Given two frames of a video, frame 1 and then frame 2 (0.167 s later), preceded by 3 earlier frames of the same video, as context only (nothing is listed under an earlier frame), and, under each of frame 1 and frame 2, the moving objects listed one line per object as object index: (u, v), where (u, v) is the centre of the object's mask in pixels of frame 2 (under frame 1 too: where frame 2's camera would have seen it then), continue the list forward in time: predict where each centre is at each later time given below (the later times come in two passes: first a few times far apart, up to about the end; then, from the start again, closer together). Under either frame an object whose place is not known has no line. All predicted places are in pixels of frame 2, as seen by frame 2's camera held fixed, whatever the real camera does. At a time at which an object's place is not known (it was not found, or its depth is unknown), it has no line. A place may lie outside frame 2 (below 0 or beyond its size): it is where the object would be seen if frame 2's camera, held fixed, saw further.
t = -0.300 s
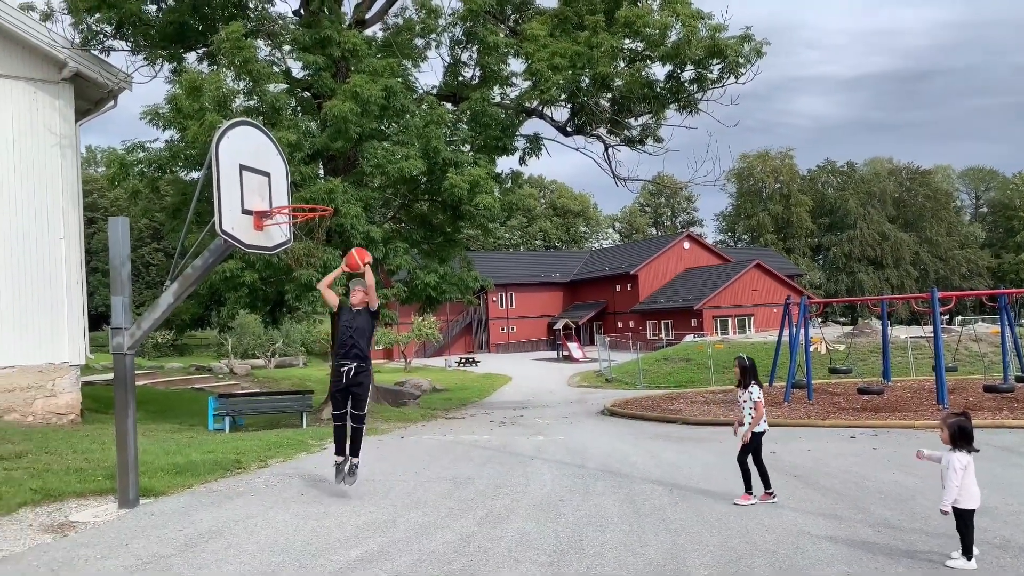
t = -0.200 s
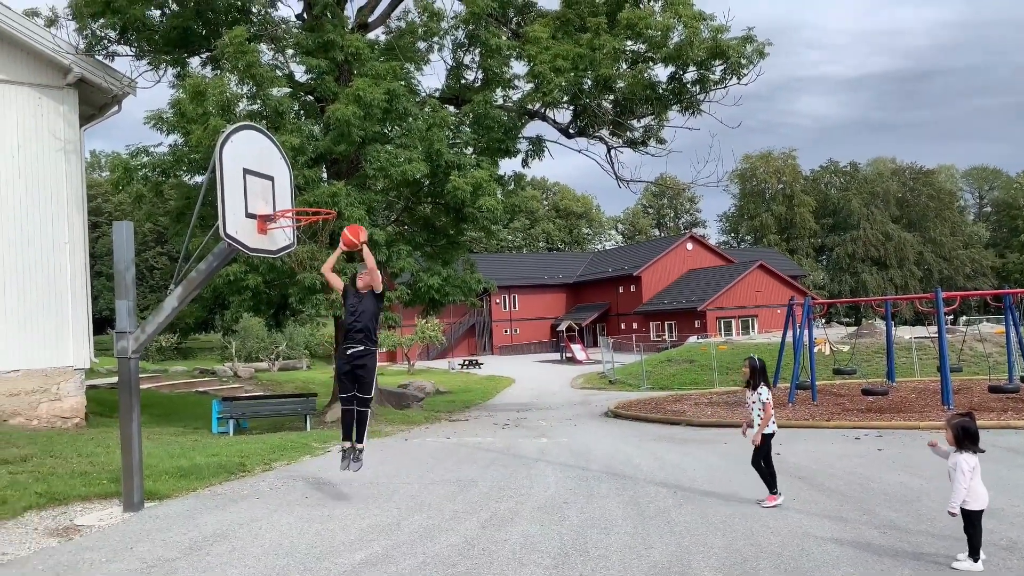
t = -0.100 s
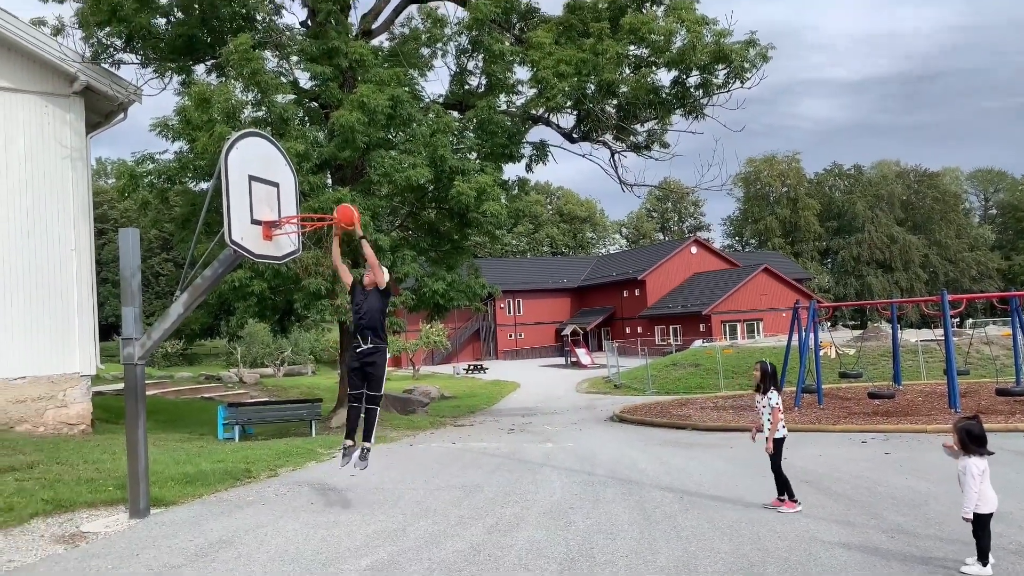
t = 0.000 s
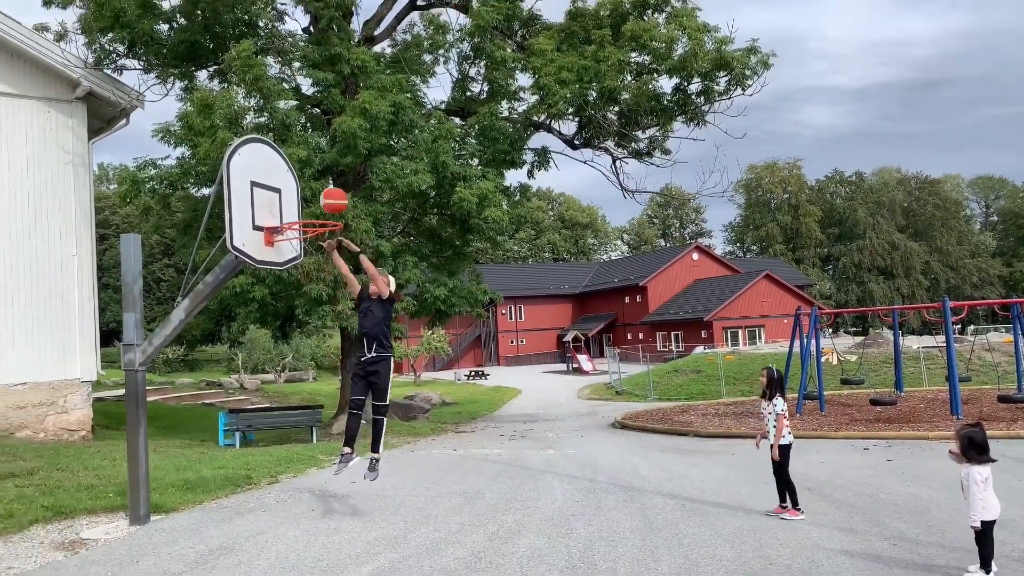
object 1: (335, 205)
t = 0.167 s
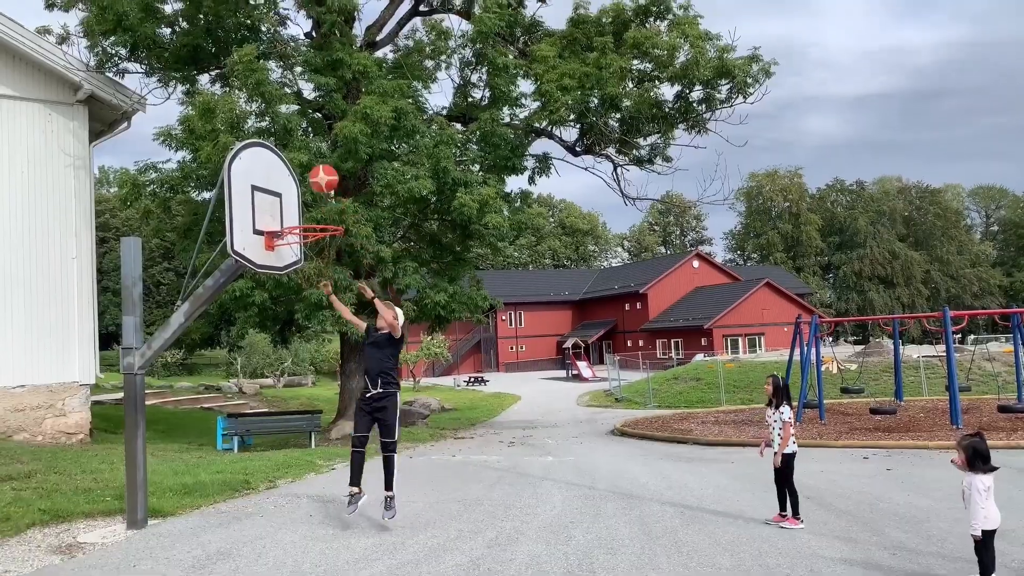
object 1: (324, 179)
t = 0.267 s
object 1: (318, 178)
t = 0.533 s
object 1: (302, 241)
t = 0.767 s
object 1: (290, 383)
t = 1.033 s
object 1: (272, 491)
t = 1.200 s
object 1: (255, 374)
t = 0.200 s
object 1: (322, 177)
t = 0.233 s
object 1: (320, 177)
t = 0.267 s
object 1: (318, 178)
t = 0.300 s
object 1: (316, 181)
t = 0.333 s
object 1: (314, 185)
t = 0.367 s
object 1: (312, 191)
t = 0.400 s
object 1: (310, 197)
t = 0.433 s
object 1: (308, 205)
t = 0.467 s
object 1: (306, 215)
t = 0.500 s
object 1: (304, 228)
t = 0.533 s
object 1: (302, 241)
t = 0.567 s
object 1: (300, 255)
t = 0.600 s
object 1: (299, 273)
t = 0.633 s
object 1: (296, 291)
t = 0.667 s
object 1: (295, 312)
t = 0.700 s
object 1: (292, 333)
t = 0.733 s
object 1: (291, 358)
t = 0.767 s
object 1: (290, 383)
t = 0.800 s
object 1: (288, 413)
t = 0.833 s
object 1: (286, 443)
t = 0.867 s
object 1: (284, 476)
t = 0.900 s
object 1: (282, 511)
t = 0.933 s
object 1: (281, 549)
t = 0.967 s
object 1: (279, 547)
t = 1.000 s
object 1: (275, 518)
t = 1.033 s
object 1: (272, 491)
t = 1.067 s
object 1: (269, 464)
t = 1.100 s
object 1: (265, 439)
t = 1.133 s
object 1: (262, 416)
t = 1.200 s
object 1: (255, 374)
